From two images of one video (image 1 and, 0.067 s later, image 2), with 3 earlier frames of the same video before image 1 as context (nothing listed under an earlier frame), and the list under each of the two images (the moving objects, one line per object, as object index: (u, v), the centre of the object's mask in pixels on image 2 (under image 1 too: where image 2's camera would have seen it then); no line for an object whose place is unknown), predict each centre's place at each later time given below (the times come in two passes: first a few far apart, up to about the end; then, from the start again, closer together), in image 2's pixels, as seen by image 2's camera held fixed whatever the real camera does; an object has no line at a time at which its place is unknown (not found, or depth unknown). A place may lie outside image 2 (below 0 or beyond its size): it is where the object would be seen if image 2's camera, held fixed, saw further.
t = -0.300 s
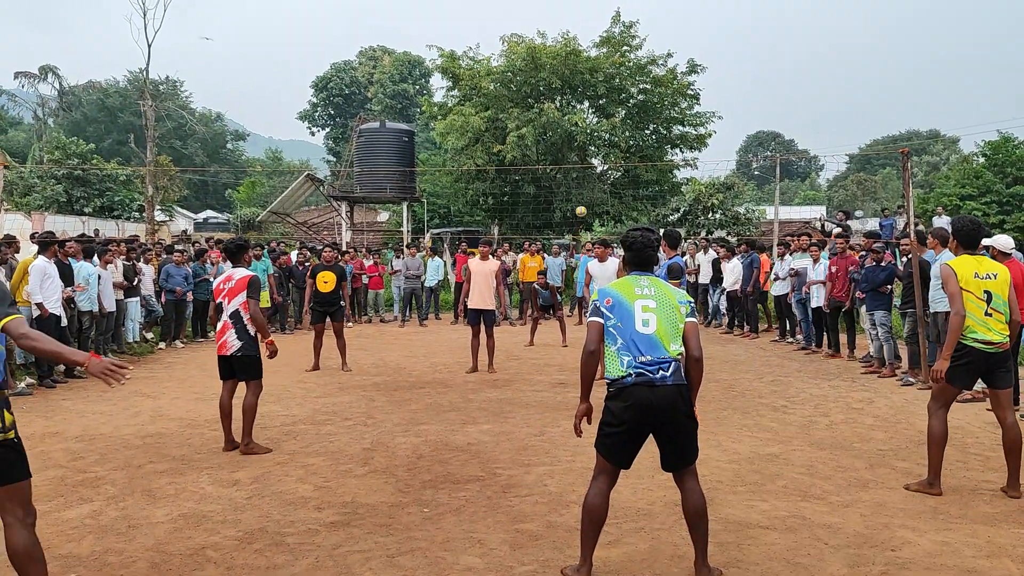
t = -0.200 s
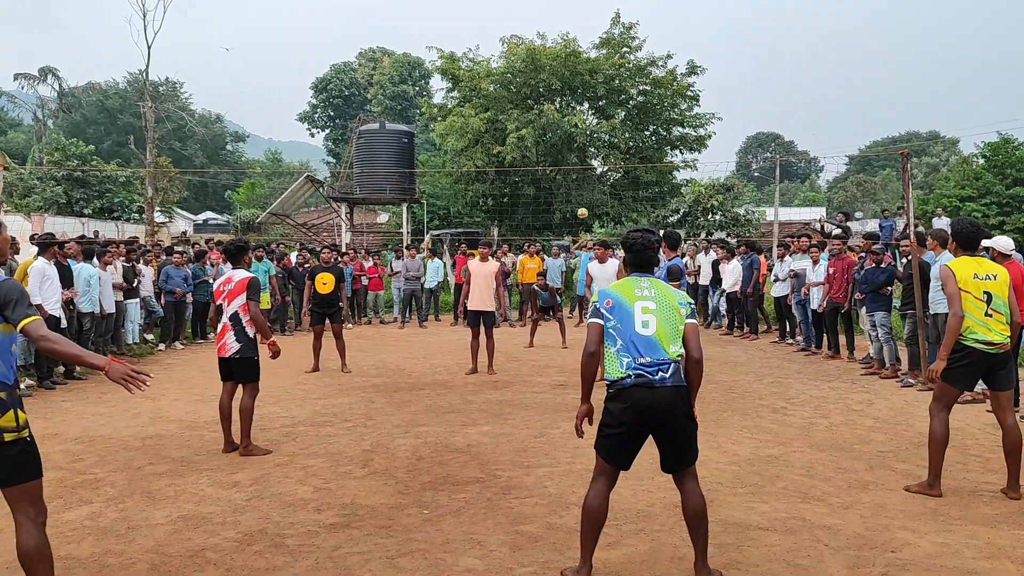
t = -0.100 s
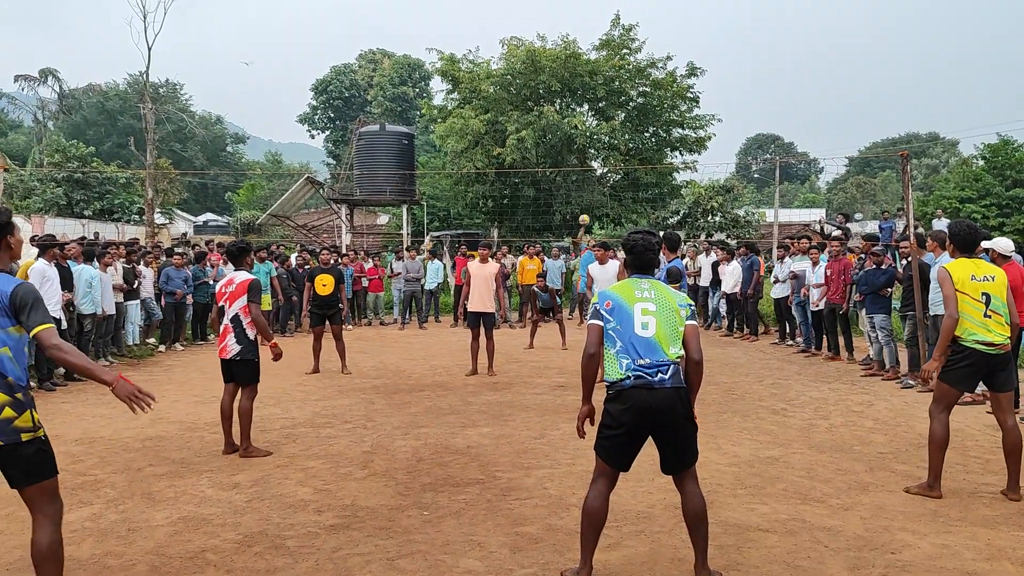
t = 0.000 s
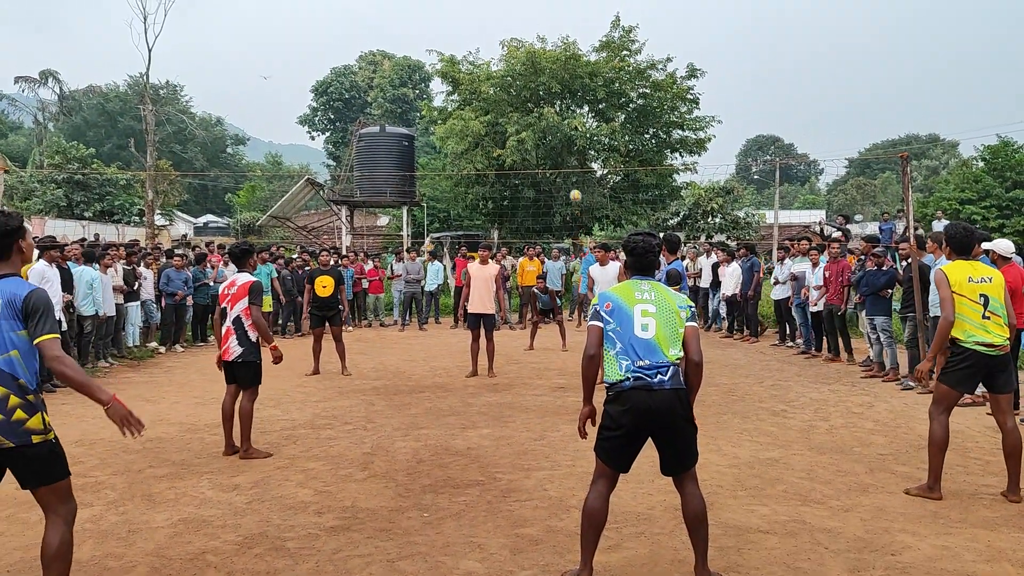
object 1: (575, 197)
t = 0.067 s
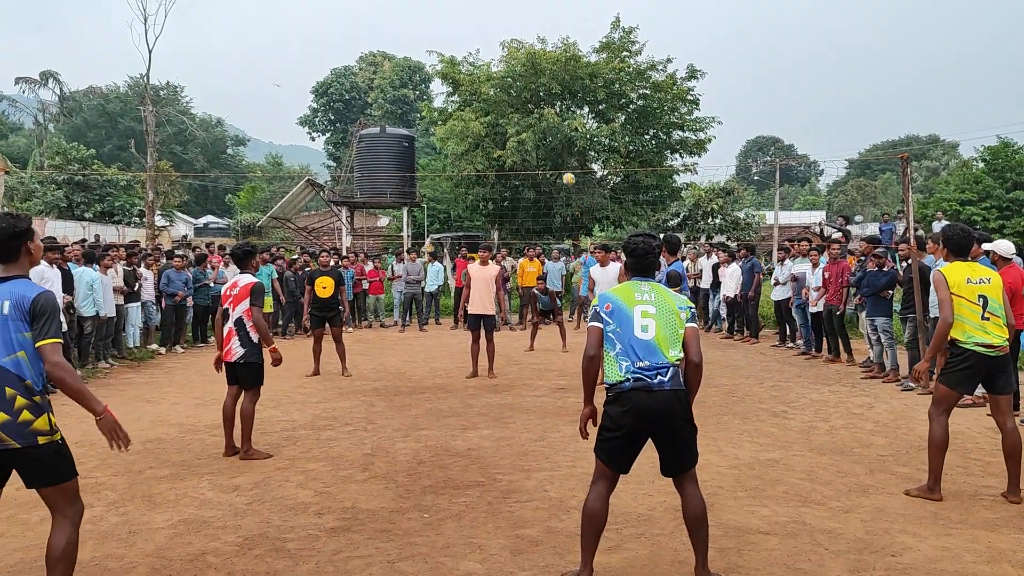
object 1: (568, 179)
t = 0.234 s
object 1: (545, 139)
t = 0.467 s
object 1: (497, 99)
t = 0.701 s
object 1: (416, 93)
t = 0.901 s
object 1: (292, 158)
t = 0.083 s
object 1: (566, 174)
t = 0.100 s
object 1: (565, 170)
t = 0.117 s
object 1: (562, 166)
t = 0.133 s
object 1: (560, 162)
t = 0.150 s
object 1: (558, 158)
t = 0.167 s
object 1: (556, 154)
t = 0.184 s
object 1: (553, 150)
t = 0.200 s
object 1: (551, 146)
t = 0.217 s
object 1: (548, 143)
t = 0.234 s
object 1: (545, 139)
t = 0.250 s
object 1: (543, 136)
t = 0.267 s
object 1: (540, 132)
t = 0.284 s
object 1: (537, 129)
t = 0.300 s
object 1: (534, 126)
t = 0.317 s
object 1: (530, 122)
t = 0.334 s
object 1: (527, 119)
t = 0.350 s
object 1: (524, 116)
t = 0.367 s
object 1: (520, 114)
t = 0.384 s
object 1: (516, 111)
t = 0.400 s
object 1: (513, 108)
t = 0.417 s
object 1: (509, 106)
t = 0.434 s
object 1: (505, 103)
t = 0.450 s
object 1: (501, 101)
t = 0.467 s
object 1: (497, 99)
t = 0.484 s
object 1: (492, 97)
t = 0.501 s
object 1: (488, 96)
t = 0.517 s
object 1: (482, 94)
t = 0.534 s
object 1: (478, 93)
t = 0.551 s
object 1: (473, 92)
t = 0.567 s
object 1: (467, 91)
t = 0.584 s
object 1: (462, 90)
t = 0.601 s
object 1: (456, 90)
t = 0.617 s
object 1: (450, 90)
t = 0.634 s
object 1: (444, 90)
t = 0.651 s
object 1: (437, 90)
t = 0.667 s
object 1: (430, 90)
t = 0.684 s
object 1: (422, 92)
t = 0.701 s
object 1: (416, 93)
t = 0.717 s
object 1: (409, 95)
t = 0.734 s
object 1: (400, 98)
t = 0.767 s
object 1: (383, 105)
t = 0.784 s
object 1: (373, 110)
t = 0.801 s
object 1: (364, 114)
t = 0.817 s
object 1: (354, 118)
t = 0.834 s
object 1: (343, 125)
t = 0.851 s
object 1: (332, 131)
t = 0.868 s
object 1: (321, 139)
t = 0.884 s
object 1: (307, 148)
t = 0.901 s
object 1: (292, 158)
